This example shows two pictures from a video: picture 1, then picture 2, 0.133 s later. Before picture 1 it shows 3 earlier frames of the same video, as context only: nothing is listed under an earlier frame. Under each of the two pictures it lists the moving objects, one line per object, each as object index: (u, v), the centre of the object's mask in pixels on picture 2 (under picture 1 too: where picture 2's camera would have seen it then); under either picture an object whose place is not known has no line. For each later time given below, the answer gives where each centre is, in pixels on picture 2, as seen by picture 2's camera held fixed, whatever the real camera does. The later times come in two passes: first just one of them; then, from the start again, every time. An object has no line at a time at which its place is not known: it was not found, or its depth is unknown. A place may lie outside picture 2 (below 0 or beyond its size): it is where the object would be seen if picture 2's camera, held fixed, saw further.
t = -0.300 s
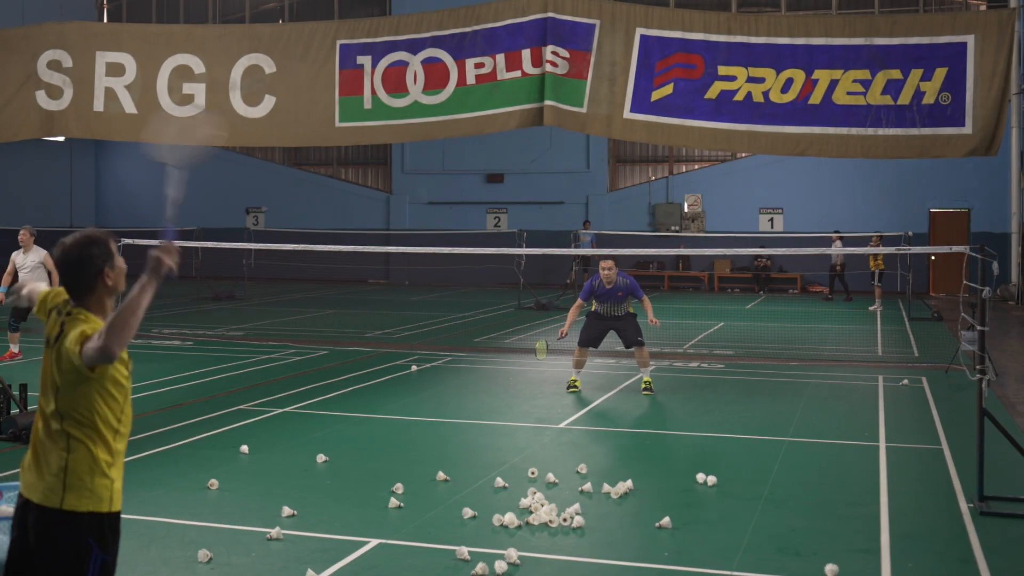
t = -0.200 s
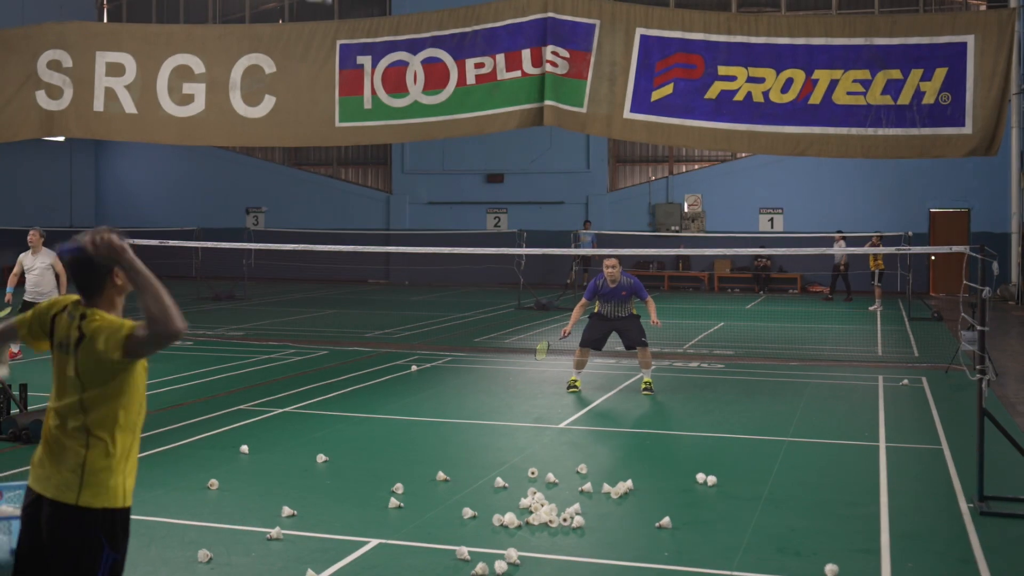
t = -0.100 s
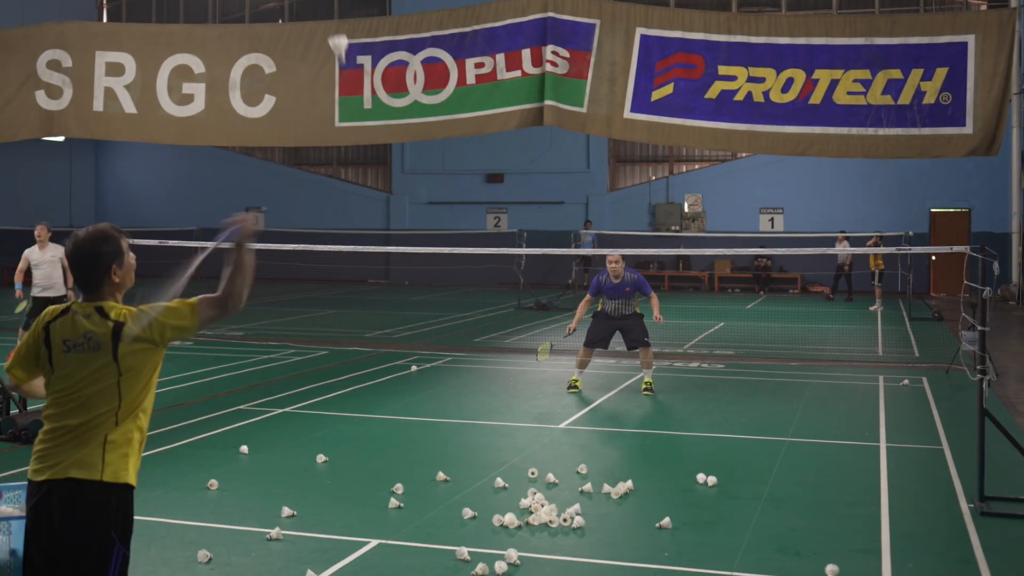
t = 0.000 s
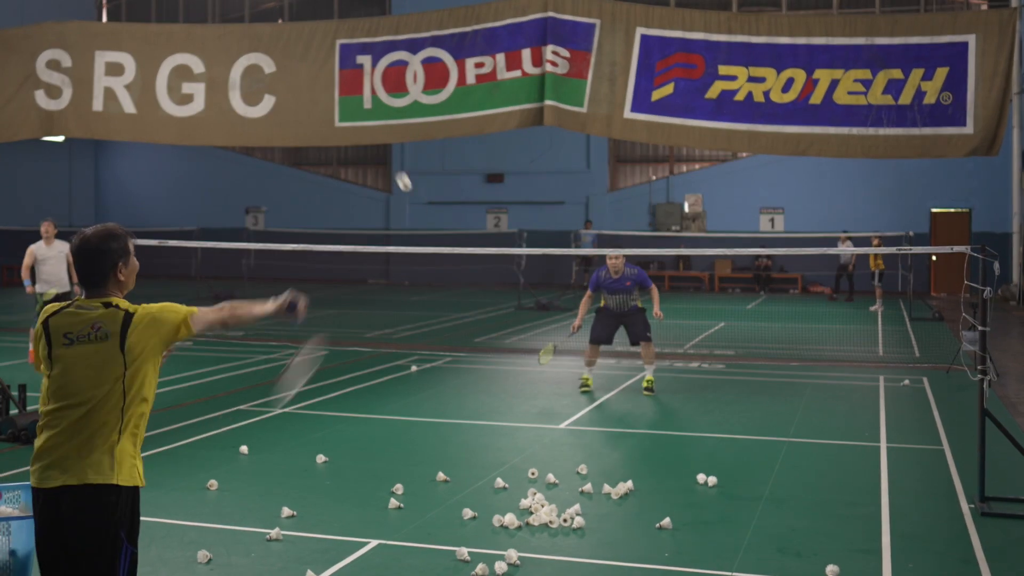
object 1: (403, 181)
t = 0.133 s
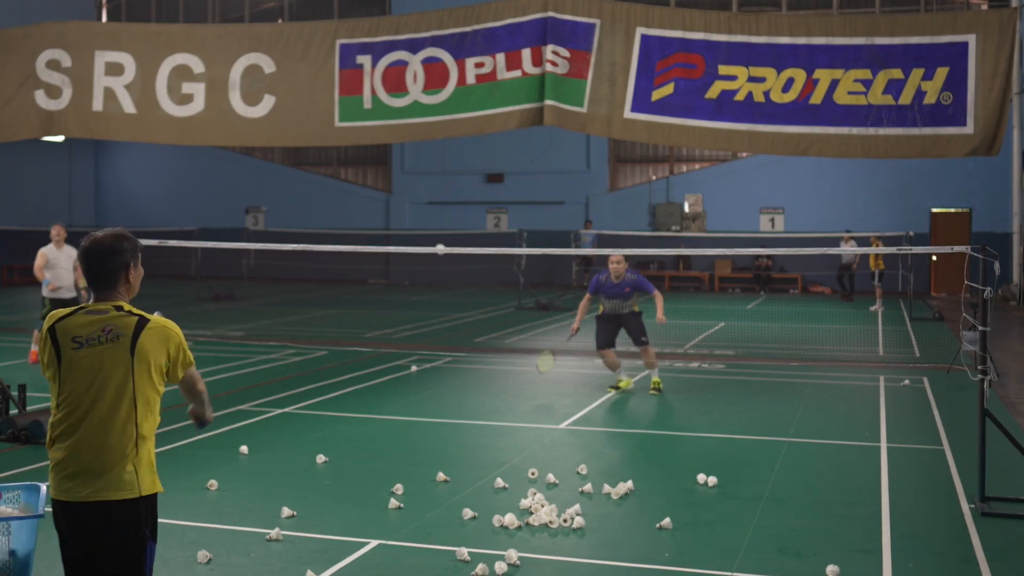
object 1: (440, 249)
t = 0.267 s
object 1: (453, 287)
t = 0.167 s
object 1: (444, 260)
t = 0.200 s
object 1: (448, 269)
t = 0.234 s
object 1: (450, 278)
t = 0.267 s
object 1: (453, 287)
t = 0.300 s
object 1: (455, 295)
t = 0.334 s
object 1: (456, 304)
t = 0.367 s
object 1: (458, 313)
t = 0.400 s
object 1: (460, 321)
